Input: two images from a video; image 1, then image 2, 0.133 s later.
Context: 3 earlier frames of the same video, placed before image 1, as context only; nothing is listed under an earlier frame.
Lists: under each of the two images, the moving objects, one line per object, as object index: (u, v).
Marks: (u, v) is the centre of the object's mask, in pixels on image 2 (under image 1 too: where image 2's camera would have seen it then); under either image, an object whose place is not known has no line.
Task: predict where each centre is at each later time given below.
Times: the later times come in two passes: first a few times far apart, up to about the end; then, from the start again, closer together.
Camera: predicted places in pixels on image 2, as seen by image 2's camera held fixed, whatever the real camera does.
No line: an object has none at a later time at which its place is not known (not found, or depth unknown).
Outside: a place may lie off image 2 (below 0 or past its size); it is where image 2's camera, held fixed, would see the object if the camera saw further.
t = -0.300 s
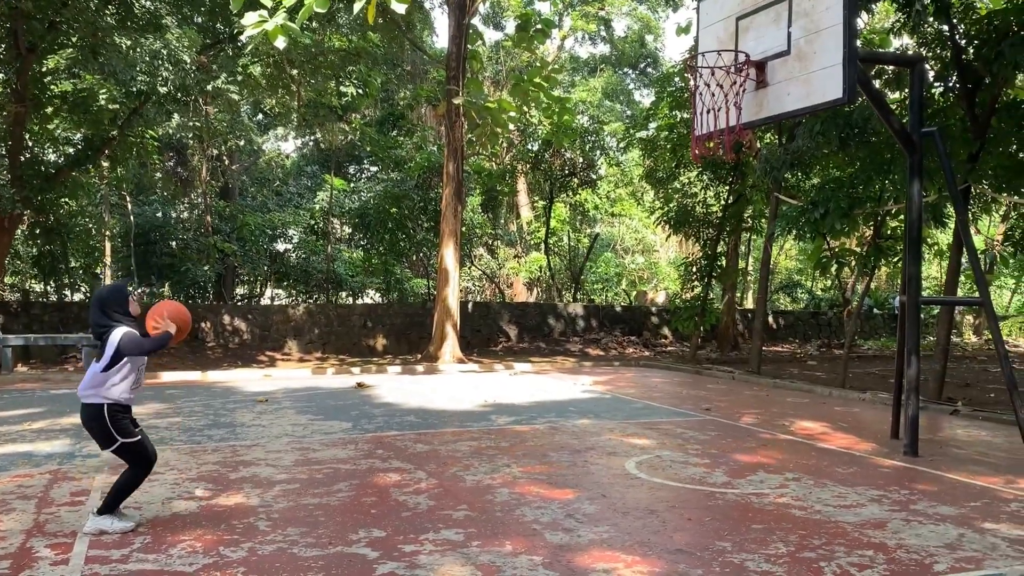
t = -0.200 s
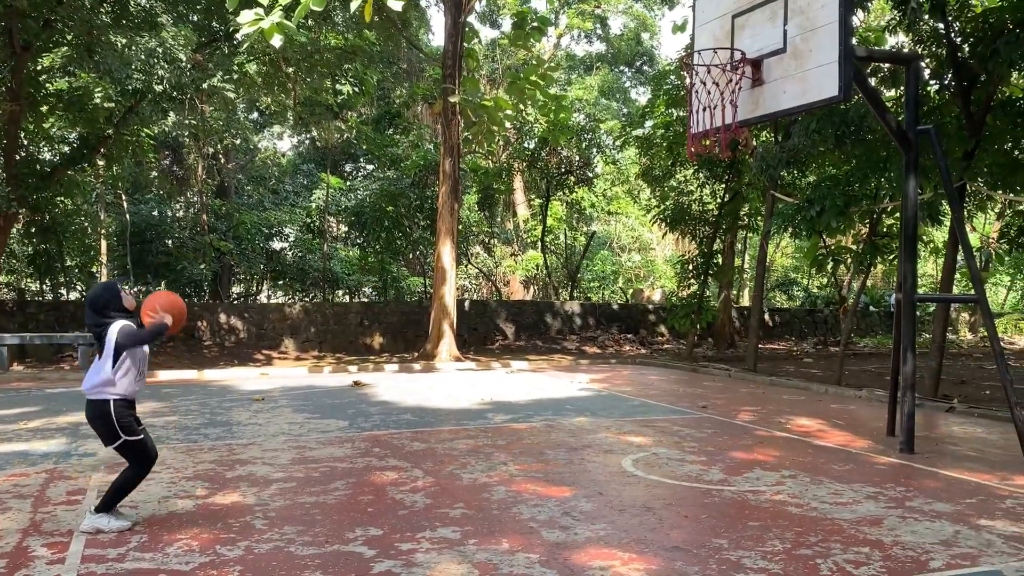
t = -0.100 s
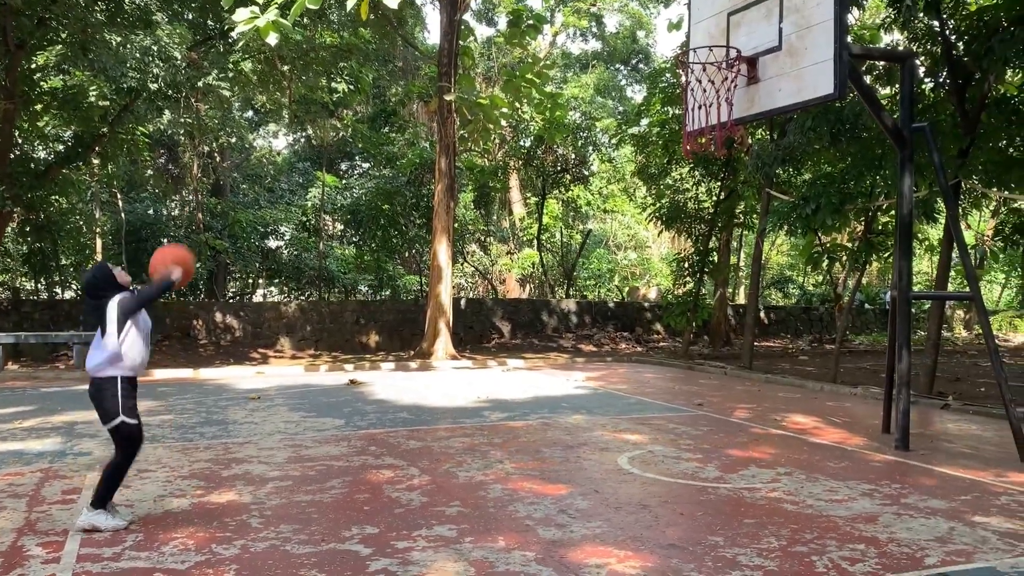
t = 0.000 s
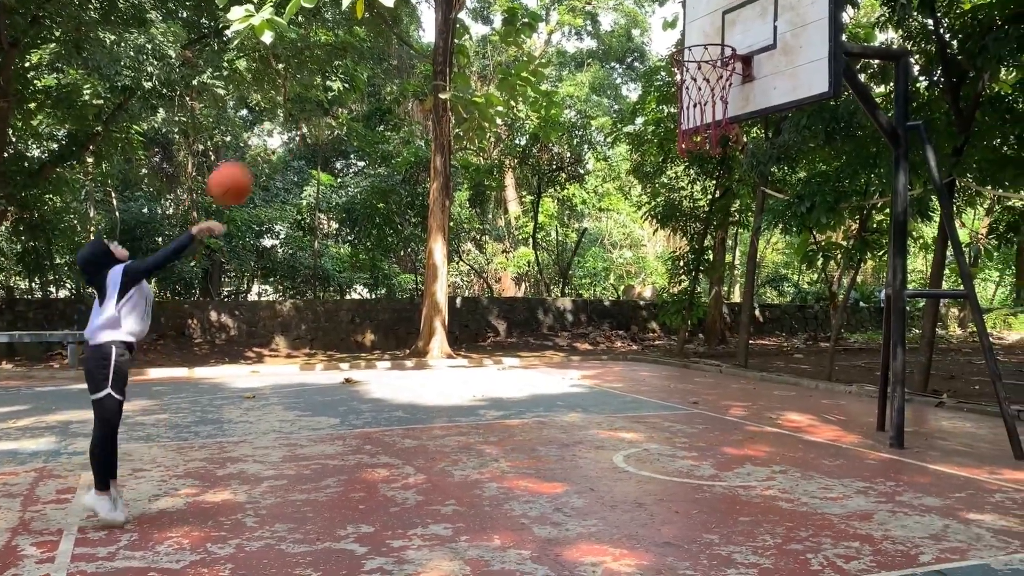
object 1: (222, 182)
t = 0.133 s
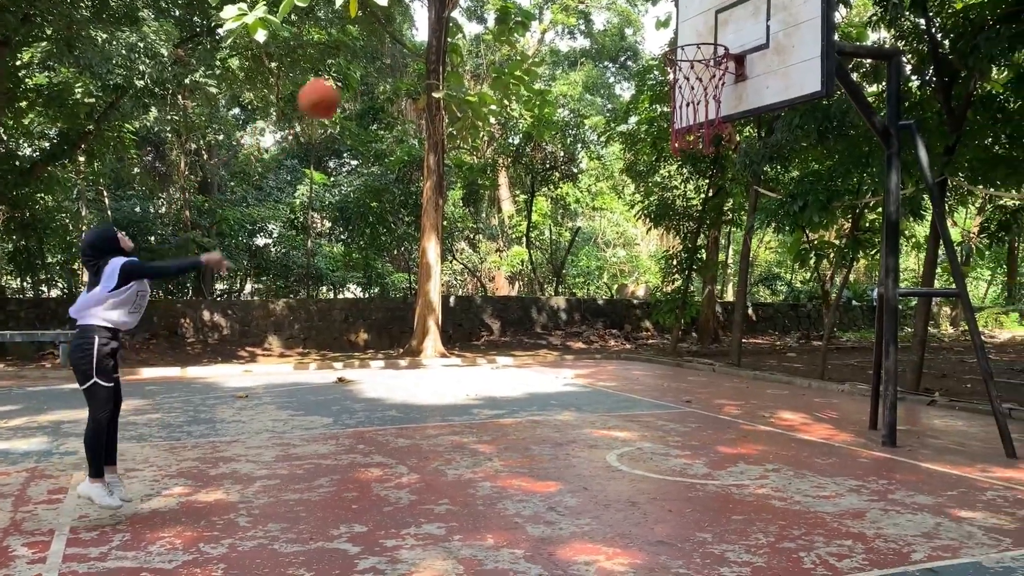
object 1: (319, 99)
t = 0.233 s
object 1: (384, 59)
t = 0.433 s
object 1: (502, 33)
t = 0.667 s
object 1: (619, 75)
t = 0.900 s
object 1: (710, 173)
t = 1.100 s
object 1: (776, 297)
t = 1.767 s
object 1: (729, 321)
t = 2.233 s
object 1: (573, 349)
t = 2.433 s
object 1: (540, 321)
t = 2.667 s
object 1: (504, 338)
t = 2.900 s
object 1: (471, 407)
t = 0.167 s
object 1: (341, 83)
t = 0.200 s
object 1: (363, 70)
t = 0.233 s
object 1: (384, 59)
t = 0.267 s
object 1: (404, 50)
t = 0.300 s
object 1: (426, 44)
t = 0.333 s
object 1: (444, 38)
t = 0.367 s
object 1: (464, 35)
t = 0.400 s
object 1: (484, 33)
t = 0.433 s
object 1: (502, 33)
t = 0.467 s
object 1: (518, 34)
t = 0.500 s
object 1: (537, 37)
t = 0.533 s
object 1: (553, 43)
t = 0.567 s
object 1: (570, 49)
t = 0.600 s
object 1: (587, 57)
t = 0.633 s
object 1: (603, 65)
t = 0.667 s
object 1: (619, 75)
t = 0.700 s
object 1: (634, 87)
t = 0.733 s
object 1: (648, 99)
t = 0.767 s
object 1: (663, 114)
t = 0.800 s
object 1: (676, 127)
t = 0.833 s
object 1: (688, 141)
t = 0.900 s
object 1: (710, 173)
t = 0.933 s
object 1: (719, 192)
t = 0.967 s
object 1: (729, 211)
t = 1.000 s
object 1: (742, 230)
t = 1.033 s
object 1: (751, 253)
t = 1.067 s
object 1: (761, 276)
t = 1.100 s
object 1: (776, 297)
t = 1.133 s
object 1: (784, 321)
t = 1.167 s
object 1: (793, 347)
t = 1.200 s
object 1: (804, 370)
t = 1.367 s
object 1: (845, 373)
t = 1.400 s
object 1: (852, 353)
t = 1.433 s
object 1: (855, 333)
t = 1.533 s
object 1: (844, 300)
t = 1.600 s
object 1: (811, 300)
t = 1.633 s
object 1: (796, 302)
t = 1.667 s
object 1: (775, 307)
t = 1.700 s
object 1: (759, 311)
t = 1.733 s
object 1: (742, 316)
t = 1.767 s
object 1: (729, 321)
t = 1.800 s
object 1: (711, 330)
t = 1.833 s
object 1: (696, 338)
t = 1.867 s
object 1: (682, 347)
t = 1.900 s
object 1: (668, 357)
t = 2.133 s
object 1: (592, 379)
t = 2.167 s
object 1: (586, 367)
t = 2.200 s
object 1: (580, 357)
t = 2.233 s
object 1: (573, 349)
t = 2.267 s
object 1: (567, 342)
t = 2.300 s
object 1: (561, 335)
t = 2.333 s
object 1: (556, 330)
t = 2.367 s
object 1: (551, 326)
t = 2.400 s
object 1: (545, 323)
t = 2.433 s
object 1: (540, 321)
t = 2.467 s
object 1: (534, 320)
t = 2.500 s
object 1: (530, 320)
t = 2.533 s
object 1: (525, 321)
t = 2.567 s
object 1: (519, 324)
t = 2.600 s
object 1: (514, 328)
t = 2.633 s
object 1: (509, 332)
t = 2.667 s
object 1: (504, 338)
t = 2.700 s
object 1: (499, 344)
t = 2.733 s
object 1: (494, 351)
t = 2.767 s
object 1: (490, 360)
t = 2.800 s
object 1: (485, 370)
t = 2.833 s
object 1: (480, 382)
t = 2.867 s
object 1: (476, 394)
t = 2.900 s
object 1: (471, 407)
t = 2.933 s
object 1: (466, 397)
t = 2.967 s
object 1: (461, 384)
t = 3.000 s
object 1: (457, 374)
